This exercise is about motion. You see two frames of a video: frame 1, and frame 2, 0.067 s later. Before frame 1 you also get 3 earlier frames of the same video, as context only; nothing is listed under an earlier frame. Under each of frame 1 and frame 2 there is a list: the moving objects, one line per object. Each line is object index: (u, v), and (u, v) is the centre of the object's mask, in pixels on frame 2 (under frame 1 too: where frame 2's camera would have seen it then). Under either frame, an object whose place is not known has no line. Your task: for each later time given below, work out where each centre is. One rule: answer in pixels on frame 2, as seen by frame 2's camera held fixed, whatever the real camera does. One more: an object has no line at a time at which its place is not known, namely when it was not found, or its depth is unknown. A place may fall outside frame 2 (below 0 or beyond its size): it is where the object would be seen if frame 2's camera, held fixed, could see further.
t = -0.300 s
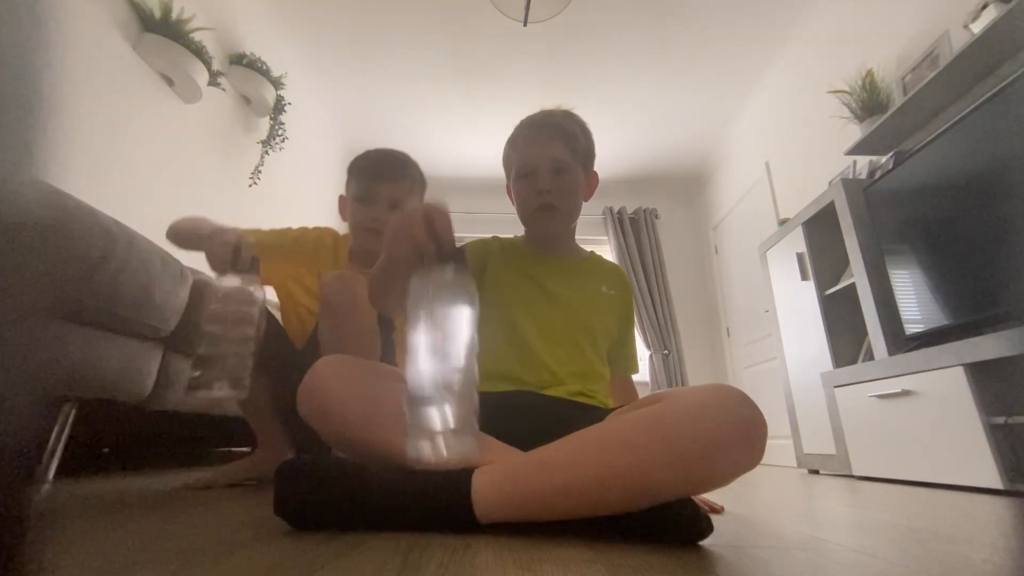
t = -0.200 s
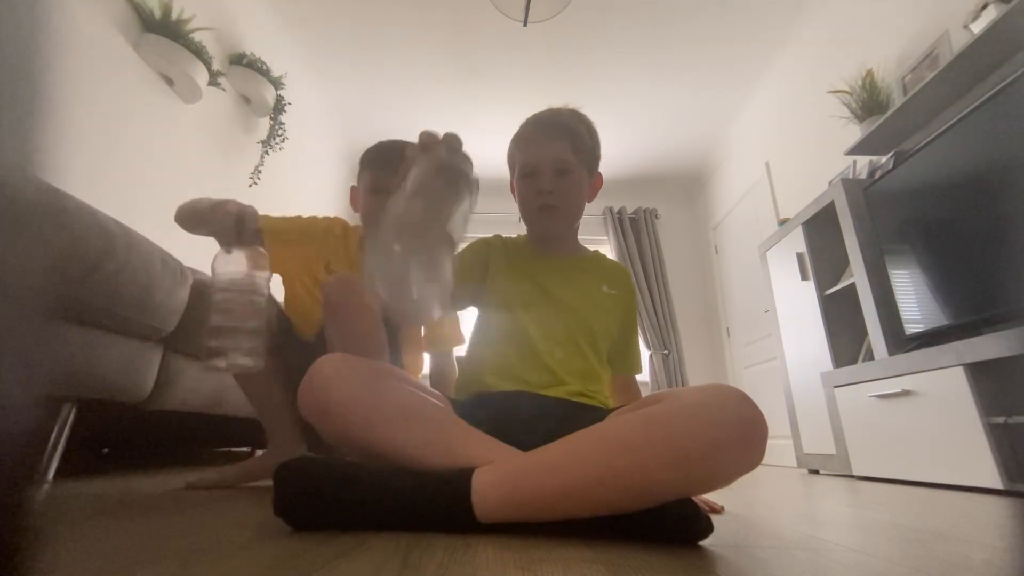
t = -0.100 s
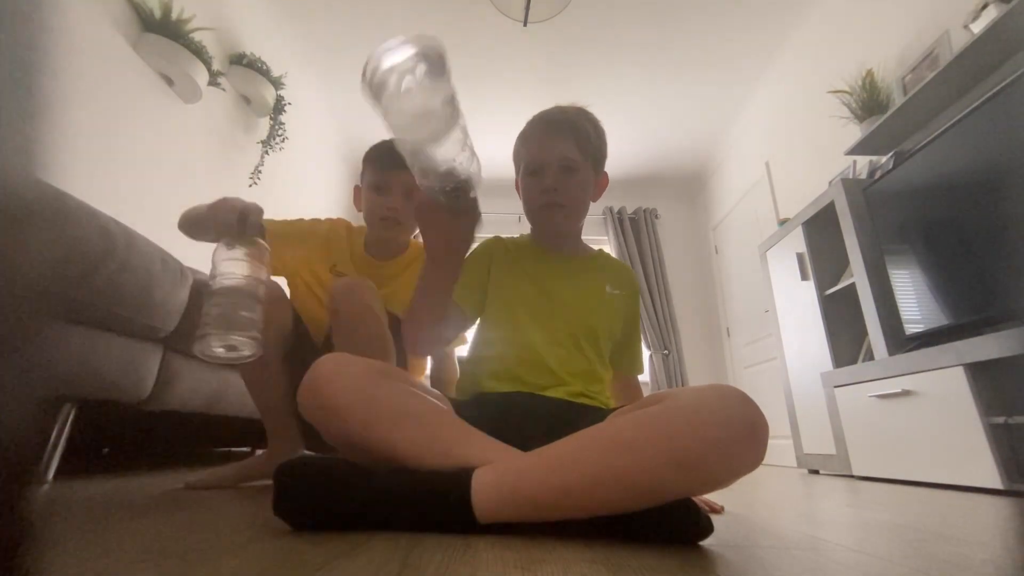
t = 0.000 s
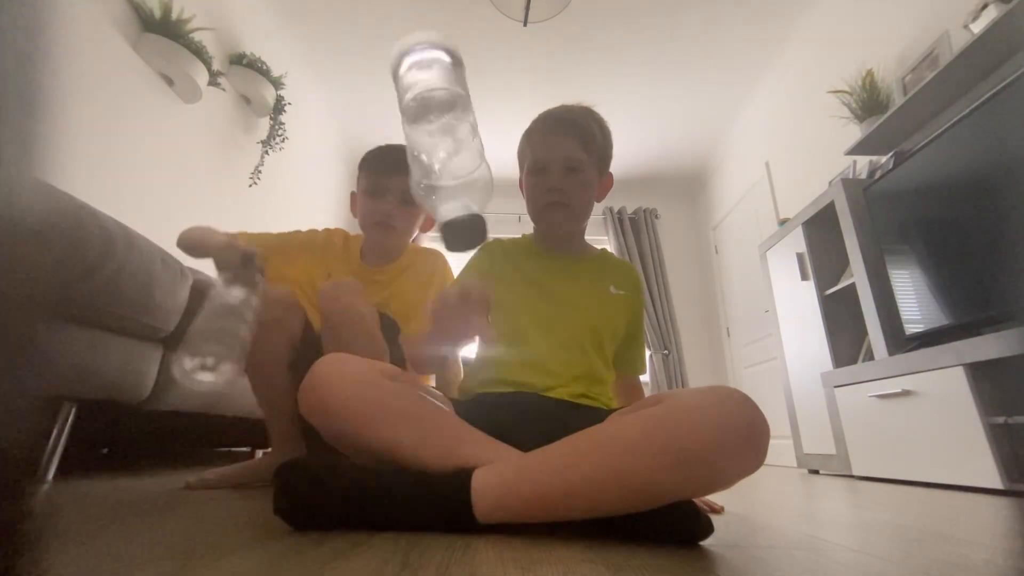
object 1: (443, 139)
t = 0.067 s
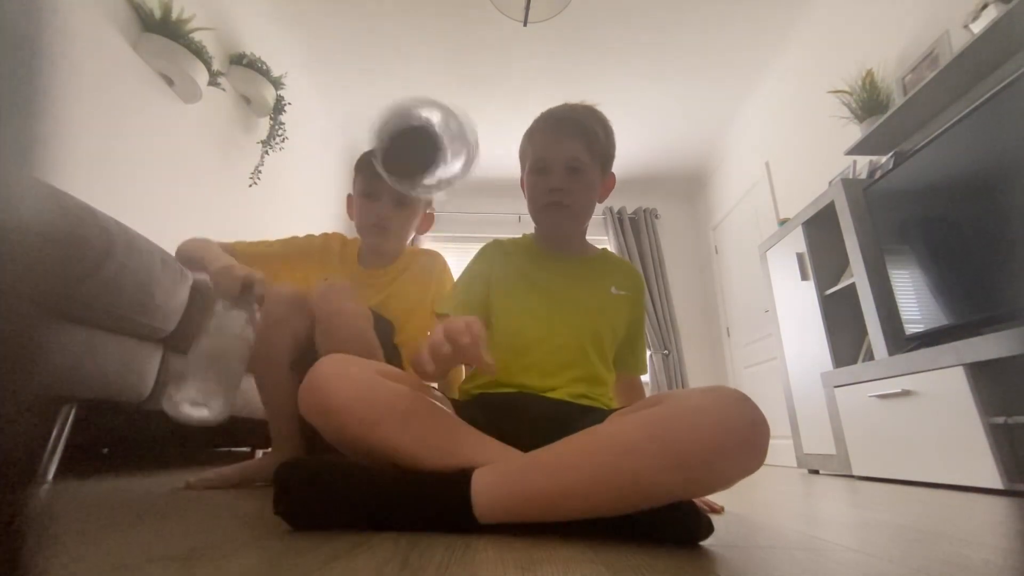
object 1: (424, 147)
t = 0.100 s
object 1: (410, 147)
